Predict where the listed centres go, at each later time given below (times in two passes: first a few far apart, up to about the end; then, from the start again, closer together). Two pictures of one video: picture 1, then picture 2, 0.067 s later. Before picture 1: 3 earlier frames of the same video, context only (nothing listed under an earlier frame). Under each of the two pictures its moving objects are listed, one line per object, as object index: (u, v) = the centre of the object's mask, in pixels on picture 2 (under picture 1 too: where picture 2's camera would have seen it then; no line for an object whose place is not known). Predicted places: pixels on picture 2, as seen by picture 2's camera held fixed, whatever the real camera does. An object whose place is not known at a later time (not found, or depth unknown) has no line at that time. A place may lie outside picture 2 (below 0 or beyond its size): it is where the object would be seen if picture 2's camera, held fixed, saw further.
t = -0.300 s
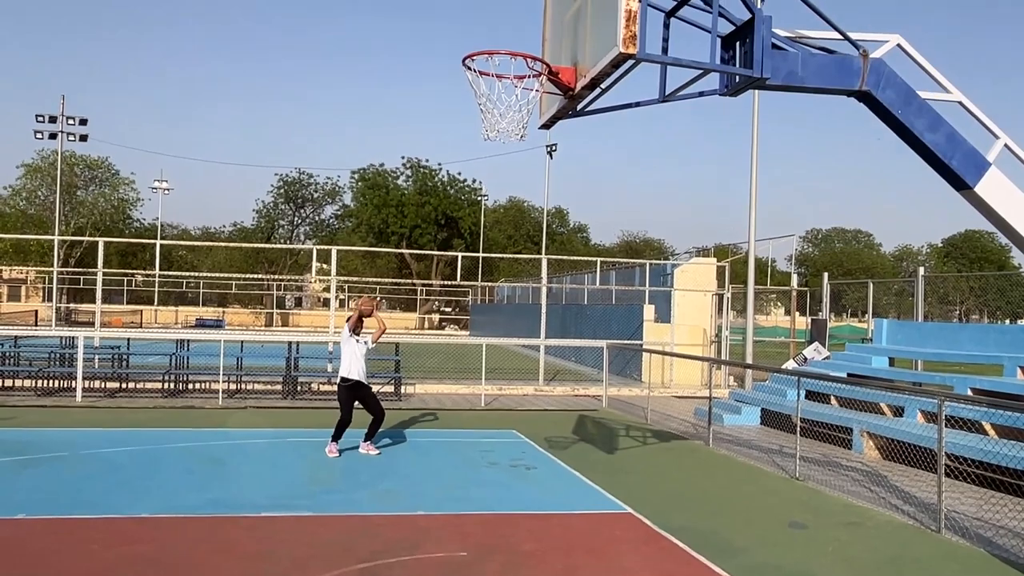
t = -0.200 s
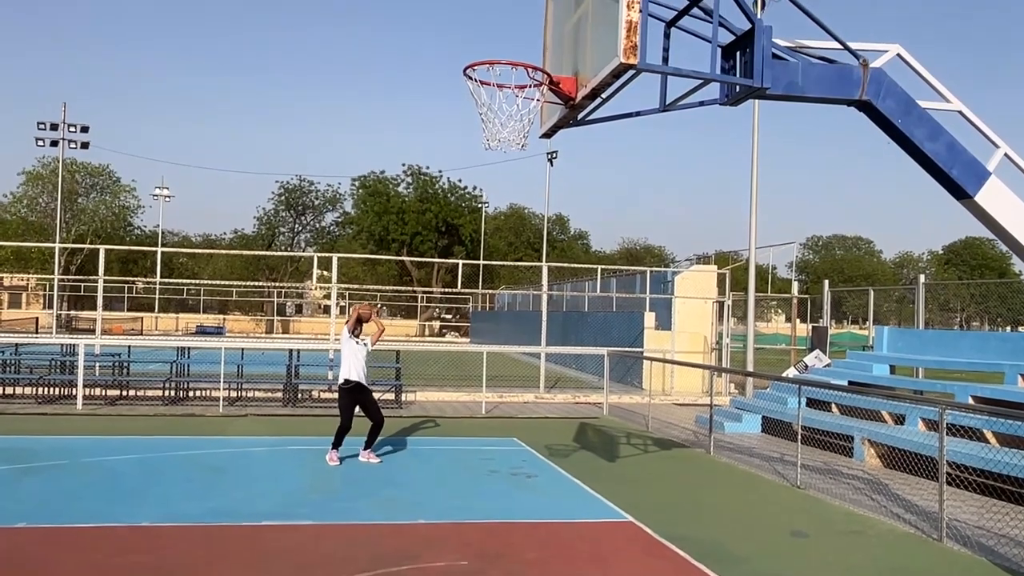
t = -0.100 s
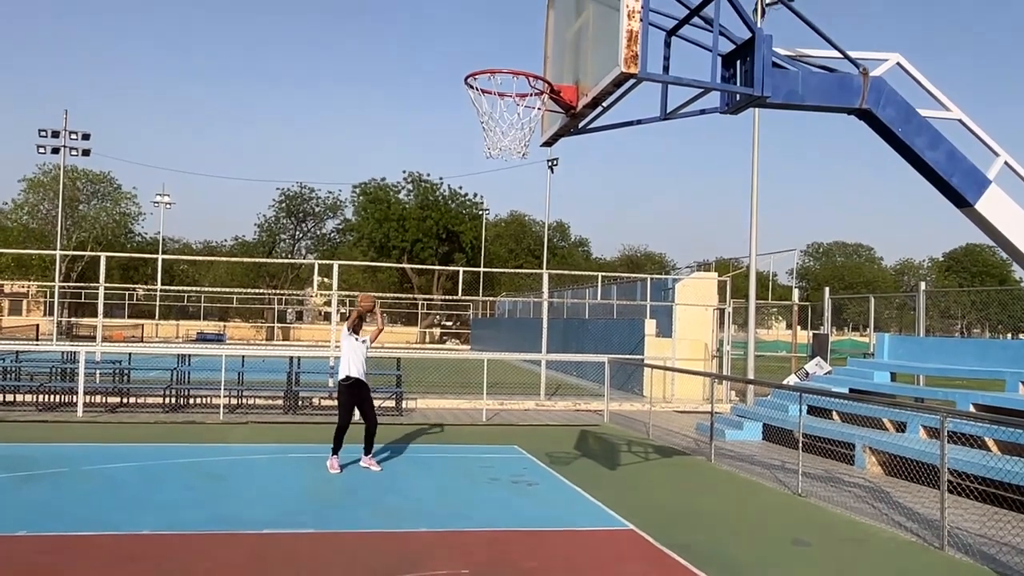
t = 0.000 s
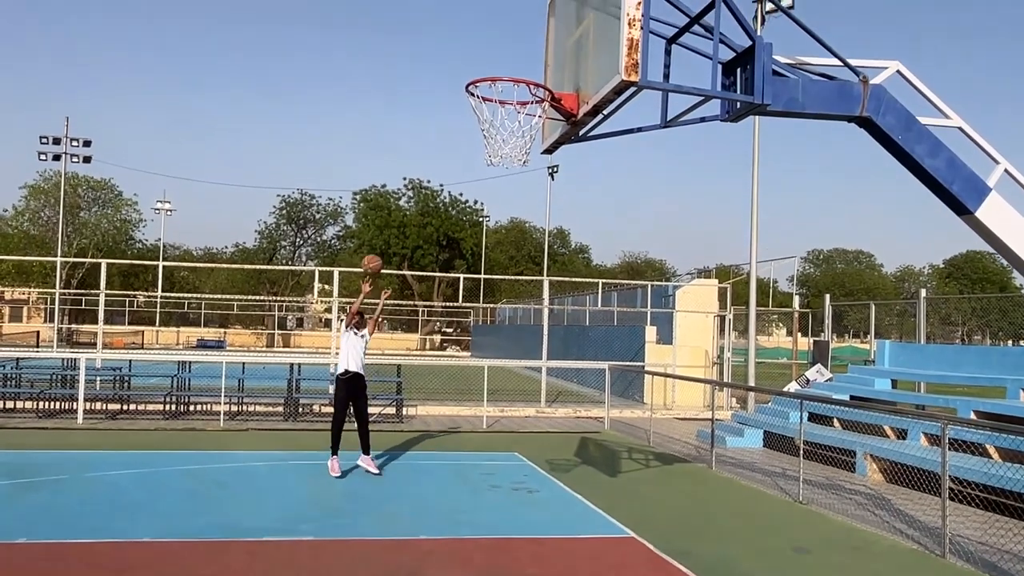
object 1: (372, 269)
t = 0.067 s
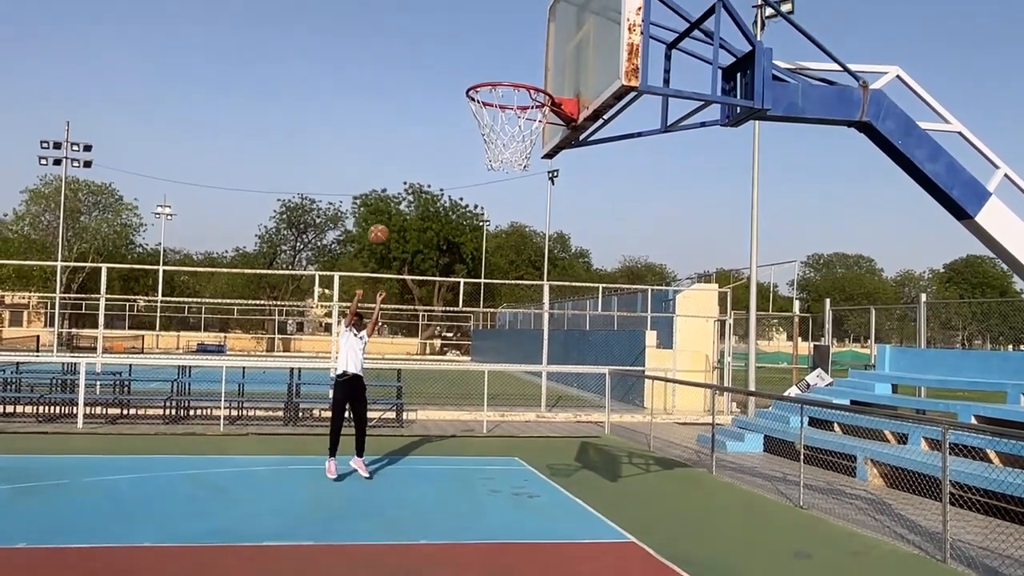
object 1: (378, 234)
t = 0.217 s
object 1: (393, 164)
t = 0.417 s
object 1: (416, 87)
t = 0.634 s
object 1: (446, 36)
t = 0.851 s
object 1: (486, 33)
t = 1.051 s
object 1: (528, 92)
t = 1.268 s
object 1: (476, 131)
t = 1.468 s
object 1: (518, 174)
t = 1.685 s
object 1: (559, 288)
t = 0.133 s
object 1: (385, 201)
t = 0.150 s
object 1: (386, 194)
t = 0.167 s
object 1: (388, 186)
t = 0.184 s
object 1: (389, 179)
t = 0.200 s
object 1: (391, 171)
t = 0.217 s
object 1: (393, 164)
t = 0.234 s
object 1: (395, 157)
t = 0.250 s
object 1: (396, 149)
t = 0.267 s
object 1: (398, 143)
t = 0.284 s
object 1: (400, 136)
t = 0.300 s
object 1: (402, 129)
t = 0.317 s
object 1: (404, 123)
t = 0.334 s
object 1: (406, 117)
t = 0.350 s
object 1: (407, 111)
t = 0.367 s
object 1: (409, 105)
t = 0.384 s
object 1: (412, 99)
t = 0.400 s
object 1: (413, 93)
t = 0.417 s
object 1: (416, 87)
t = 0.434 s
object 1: (418, 83)
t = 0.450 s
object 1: (420, 77)
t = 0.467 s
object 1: (422, 72)
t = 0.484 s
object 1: (425, 68)
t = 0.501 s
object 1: (427, 63)
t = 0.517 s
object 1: (429, 59)
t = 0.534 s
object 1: (431, 55)
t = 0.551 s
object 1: (434, 51)
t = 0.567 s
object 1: (436, 47)
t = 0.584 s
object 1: (439, 44)
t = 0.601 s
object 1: (441, 41)
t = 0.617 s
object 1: (444, 38)
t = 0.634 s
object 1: (446, 36)
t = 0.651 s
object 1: (449, 33)
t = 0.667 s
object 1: (452, 31)
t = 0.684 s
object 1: (454, 30)
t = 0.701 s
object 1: (457, 28)
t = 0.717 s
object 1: (460, 27)
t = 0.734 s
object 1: (463, 27)
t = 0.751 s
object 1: (466, 27)
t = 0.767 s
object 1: (469, 27)
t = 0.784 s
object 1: (473, 27)
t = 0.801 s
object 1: (476, 28)
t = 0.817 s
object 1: (479, 29)
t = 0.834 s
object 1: (483, 31)
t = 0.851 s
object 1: (486, 33)
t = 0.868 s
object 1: (490, 36)
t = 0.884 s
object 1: (493, 39)
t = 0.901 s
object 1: (497, 42)
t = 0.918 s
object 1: (501, 46)
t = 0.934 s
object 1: (505, 51)
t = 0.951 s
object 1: (509, 56)
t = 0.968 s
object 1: (514, 62)
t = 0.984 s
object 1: (518, 67)
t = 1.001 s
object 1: (522, 75)
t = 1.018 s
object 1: (527, 84)
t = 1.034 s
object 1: (531, 91)
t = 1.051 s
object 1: (528, 92)
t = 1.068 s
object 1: (521, 95)
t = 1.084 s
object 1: (510, 97)
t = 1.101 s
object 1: (500, 101)
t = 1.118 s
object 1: (493, 105)
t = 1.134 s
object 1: (486, 110)
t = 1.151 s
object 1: (480, 116)
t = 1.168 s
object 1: (475, 121)
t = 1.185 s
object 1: (472, 123)
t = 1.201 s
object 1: (472, 126)
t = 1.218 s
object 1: (472, 128)
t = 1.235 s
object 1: (474, 128)
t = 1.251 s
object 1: (474, 129)
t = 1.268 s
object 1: (476, 131)
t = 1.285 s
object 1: (479, 134)
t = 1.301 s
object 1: (482, 135)
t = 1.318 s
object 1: (487, 138)
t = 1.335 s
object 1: (490, 140)
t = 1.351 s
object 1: (493, 143)
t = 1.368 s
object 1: (497, 146)
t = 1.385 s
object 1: (500, 150)
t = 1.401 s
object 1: (504, 154)
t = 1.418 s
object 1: (507, 158)
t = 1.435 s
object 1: (511, 164)
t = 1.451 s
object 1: (514, 169)
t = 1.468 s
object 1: (518, 174)
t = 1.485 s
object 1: (521, 181)
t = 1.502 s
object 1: (524, 187)
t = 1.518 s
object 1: (527, 195)
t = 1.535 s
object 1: (531, 202)
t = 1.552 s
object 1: (534, 210)
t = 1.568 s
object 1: (537, 219)
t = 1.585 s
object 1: (540, 228)
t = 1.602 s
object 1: (544, 237)
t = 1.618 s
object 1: (547, 246)
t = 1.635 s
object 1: (549, 257)
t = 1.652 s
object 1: (552, 266)
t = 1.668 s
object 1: (555, 277)
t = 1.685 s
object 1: (559, 288)
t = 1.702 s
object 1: (561, 301)
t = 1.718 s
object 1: (563, 312)
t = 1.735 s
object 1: (565, 325)
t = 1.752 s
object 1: (568, 337)
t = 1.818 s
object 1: (578, 393)
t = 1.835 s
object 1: (582, 407)
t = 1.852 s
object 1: (584, 424)
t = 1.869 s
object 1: (586, 437)
